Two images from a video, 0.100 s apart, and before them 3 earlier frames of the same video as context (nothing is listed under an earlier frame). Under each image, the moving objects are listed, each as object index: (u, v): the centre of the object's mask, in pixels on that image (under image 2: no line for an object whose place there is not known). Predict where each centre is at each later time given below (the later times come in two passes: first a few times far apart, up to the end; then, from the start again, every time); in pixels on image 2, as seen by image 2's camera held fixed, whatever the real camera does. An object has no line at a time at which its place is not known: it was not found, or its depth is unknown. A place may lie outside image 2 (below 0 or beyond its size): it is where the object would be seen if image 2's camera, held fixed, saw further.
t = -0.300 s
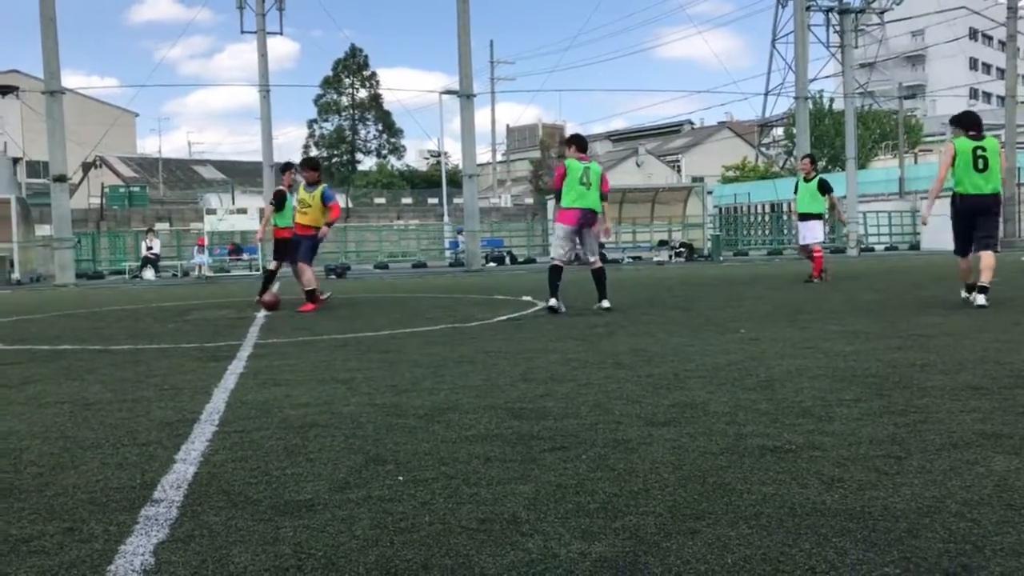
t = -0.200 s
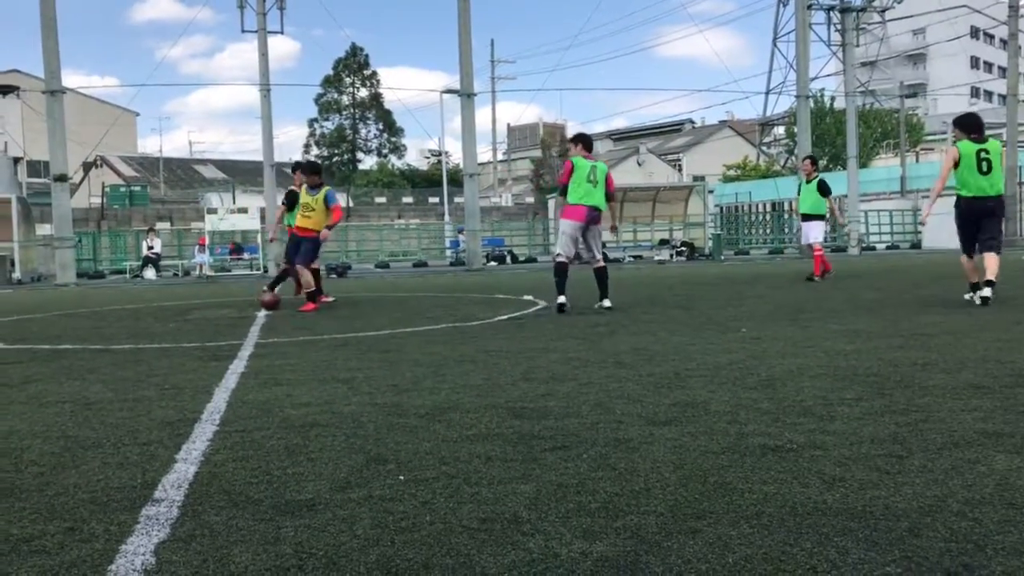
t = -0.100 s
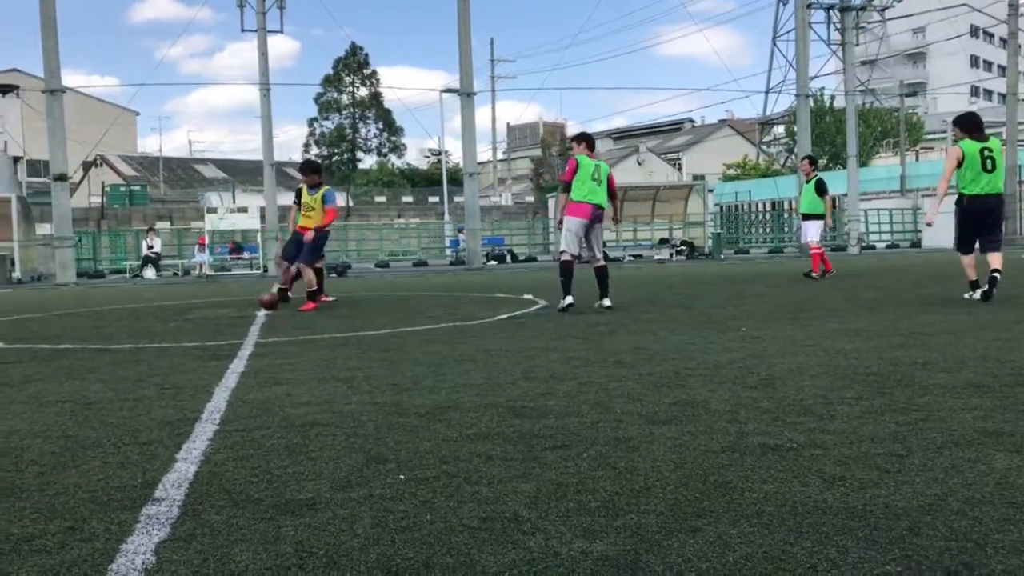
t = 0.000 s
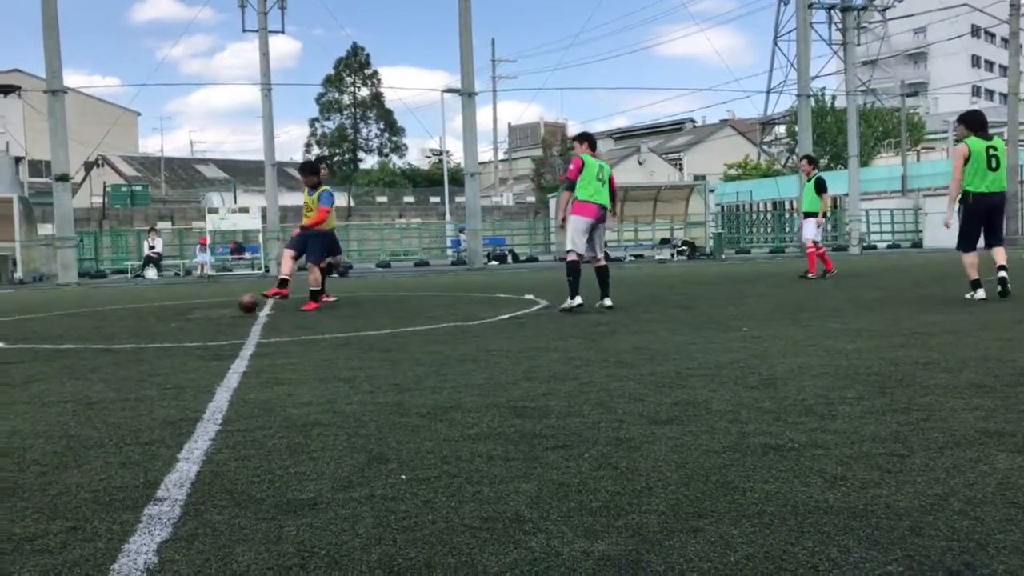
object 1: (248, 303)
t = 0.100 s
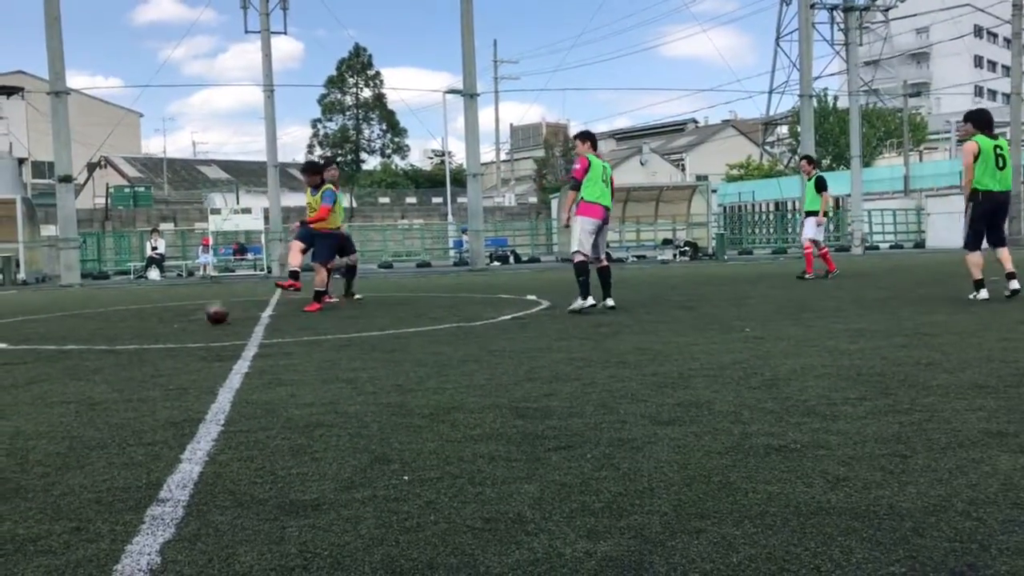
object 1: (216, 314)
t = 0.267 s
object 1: (155, 325)
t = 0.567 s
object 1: (18, 352)
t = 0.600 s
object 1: (-1, 356)
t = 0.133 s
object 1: (205, 315)
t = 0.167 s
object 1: (194, 317)
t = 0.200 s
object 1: (181, 320)
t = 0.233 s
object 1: (167, 322)
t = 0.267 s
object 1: (155, 325)
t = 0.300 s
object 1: (140, 329)
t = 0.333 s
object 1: (127, 331)
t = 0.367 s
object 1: (113, 333)
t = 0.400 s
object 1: (99, 335)
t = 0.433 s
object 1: (84, 339)
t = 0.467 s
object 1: (68, 343)
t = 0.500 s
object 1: (52, 346)
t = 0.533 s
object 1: (36, 349)
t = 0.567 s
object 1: (18, 352)
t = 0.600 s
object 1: (-1, 356)
